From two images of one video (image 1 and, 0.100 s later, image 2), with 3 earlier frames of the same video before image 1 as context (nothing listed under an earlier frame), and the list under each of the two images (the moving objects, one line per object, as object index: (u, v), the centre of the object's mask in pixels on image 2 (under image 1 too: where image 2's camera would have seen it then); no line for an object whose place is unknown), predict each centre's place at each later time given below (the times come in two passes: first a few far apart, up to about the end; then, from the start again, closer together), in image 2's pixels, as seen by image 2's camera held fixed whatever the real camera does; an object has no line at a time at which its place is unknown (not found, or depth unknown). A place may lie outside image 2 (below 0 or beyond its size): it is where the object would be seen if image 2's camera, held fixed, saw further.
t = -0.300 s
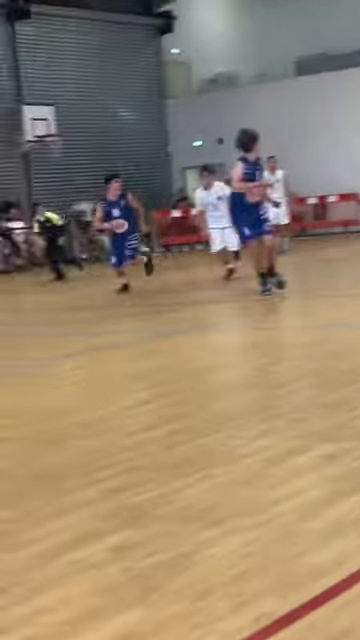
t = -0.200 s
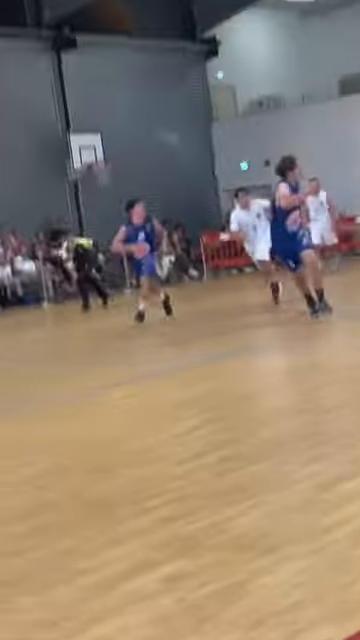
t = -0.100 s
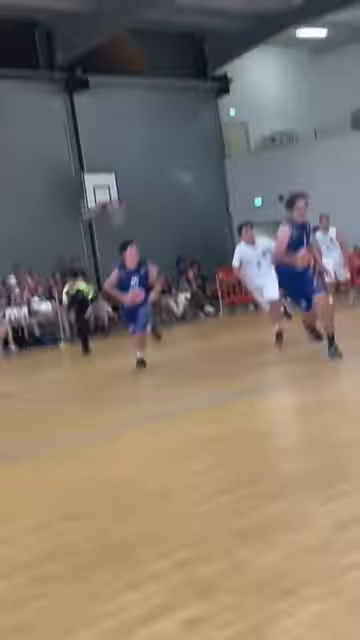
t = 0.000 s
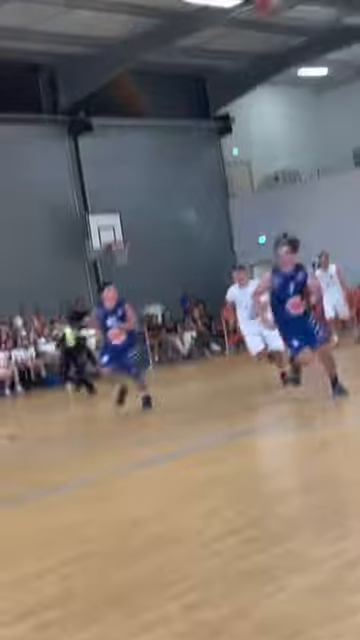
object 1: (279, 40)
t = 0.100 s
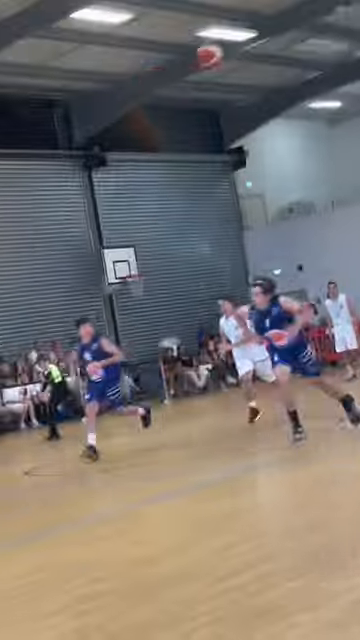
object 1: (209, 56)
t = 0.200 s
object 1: (152, 83)
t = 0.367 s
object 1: (47, 156)
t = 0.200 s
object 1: (152, 83)
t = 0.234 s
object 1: (132, 95)
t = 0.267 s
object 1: (112, 108)
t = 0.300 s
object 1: (90, 123)
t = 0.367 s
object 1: (47, 156)
